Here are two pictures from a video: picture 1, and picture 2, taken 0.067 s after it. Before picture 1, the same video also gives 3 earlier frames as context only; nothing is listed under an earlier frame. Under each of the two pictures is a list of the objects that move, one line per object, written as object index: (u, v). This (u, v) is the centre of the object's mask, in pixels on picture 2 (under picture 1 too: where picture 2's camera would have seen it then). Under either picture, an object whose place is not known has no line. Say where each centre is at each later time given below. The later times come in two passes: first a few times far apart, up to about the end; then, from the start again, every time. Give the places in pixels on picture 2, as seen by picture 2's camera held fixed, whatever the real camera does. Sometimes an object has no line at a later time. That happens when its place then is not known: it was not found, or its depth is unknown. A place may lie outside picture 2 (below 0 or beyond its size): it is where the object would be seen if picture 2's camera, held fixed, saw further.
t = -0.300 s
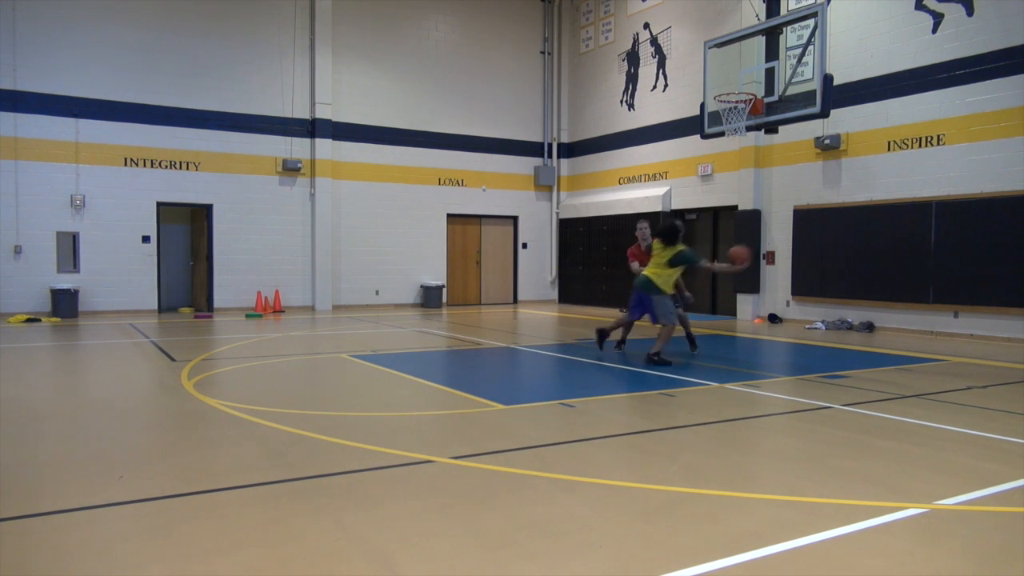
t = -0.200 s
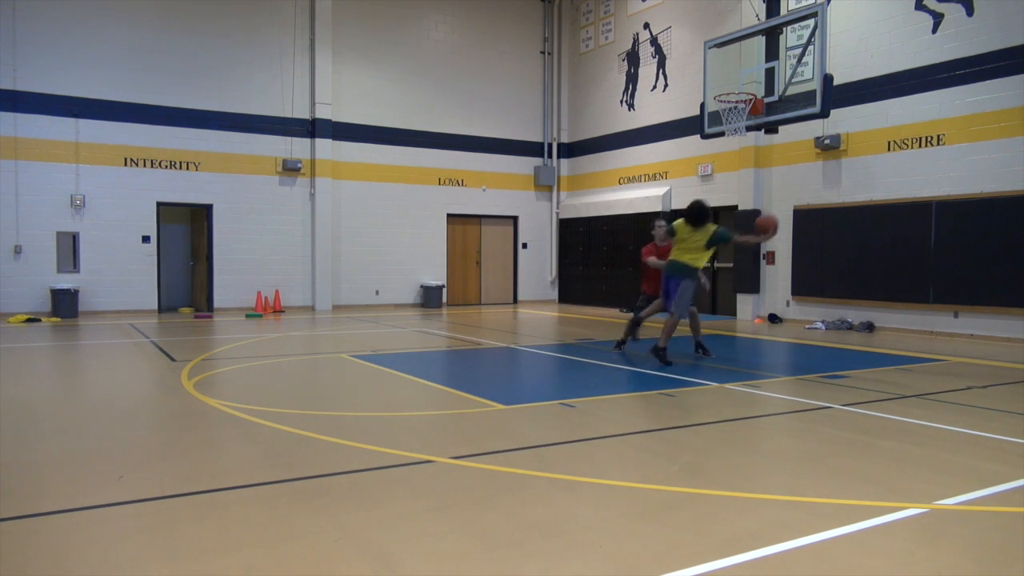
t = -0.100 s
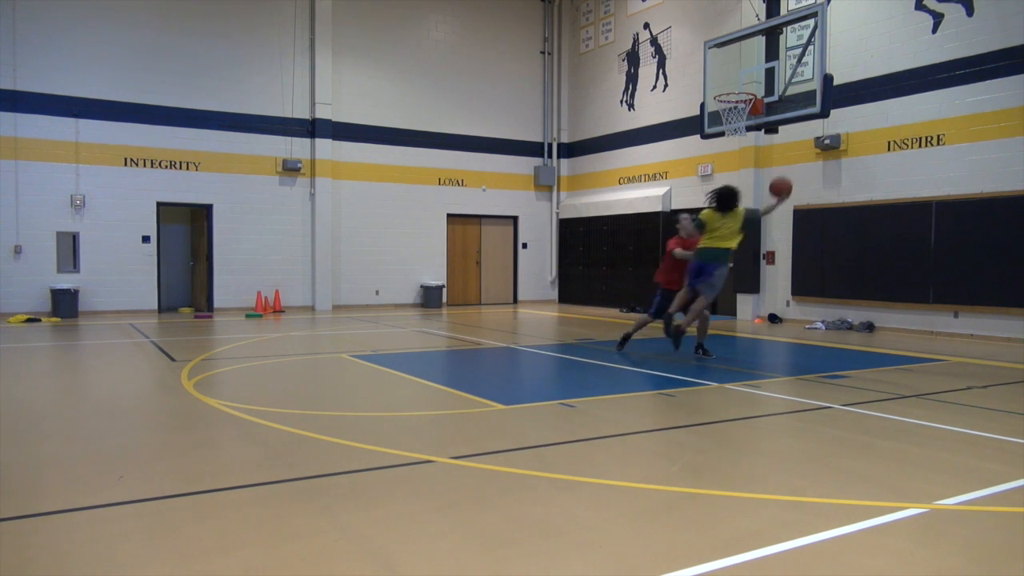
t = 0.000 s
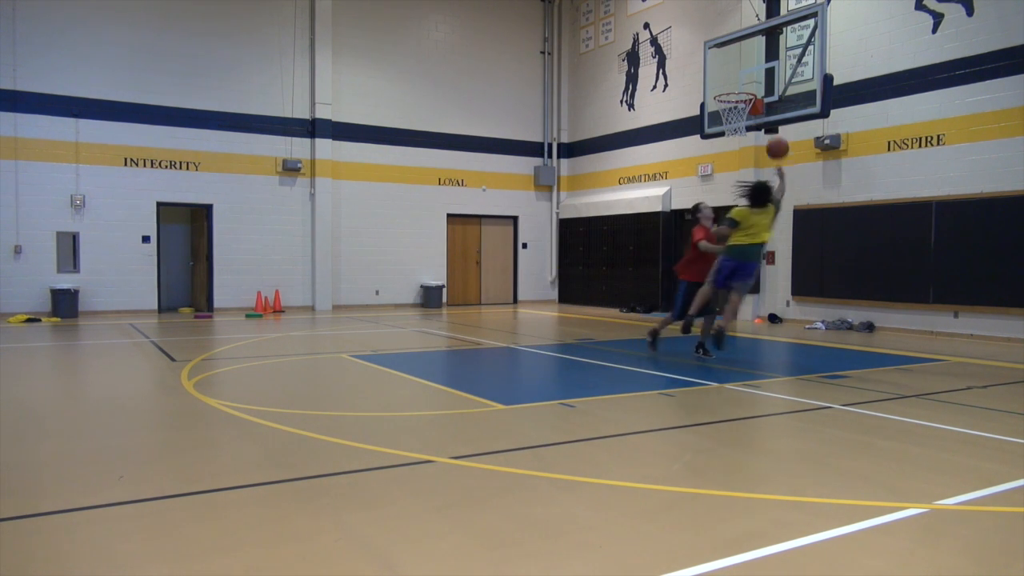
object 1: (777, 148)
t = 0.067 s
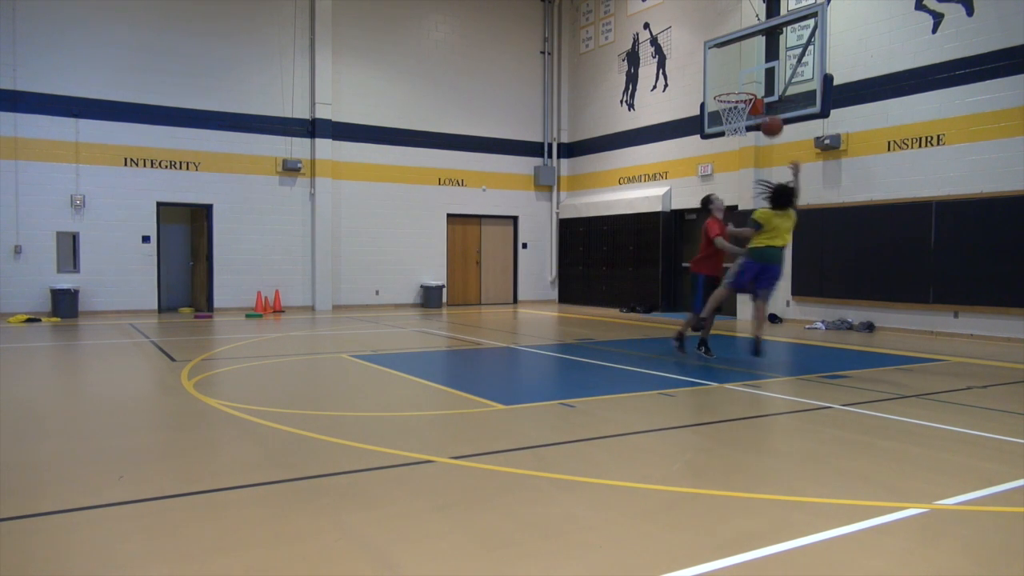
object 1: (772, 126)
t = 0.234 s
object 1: (758, 89)
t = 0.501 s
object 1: (739, 81)
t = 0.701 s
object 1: (736, 79)
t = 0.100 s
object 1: (769, 117)
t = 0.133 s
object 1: (767, 109)
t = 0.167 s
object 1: (764, 101)
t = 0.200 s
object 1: (762, 94)
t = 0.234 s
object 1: (758, 89)
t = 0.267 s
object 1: (756, 85)
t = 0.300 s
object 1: (753, 82)
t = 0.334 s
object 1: (751, 79)
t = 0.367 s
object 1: (749, 78)
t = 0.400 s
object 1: (746, 77)
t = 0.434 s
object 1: (744, 78)
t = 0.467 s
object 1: (742, 79)
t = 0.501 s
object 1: (739, 81)
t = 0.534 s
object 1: (737, 85)
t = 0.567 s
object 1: (734, 86)
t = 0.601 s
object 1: (734, 87)
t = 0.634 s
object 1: (734, 84)
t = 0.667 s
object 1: (735, 82)
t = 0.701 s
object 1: (736, 79)
